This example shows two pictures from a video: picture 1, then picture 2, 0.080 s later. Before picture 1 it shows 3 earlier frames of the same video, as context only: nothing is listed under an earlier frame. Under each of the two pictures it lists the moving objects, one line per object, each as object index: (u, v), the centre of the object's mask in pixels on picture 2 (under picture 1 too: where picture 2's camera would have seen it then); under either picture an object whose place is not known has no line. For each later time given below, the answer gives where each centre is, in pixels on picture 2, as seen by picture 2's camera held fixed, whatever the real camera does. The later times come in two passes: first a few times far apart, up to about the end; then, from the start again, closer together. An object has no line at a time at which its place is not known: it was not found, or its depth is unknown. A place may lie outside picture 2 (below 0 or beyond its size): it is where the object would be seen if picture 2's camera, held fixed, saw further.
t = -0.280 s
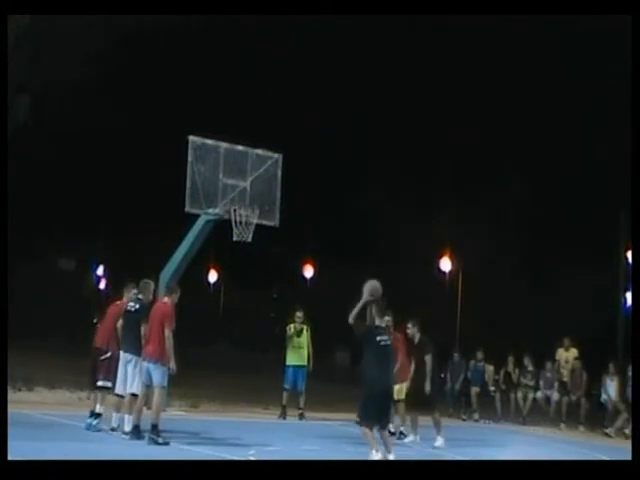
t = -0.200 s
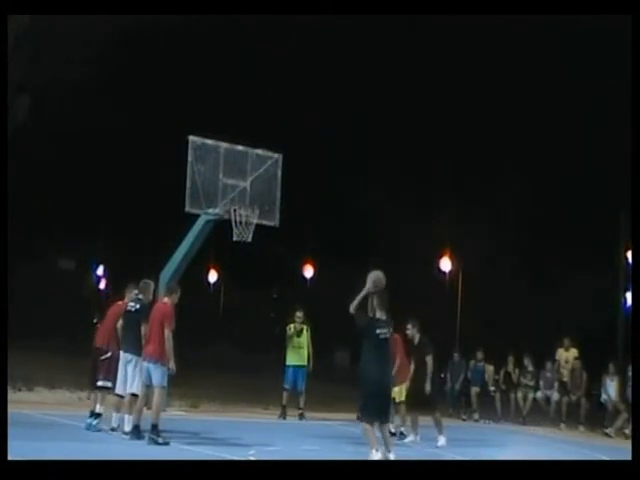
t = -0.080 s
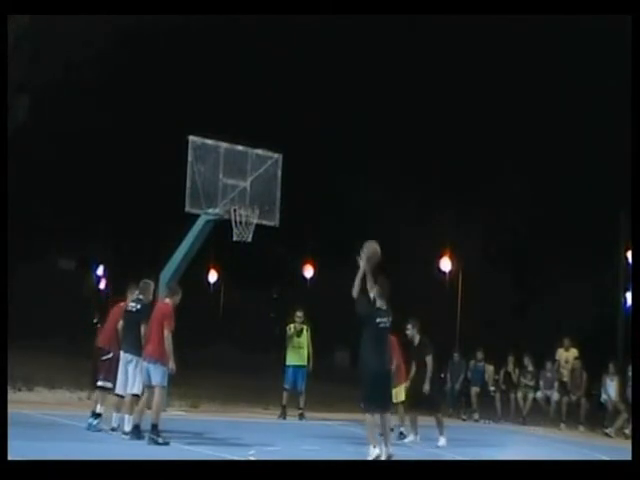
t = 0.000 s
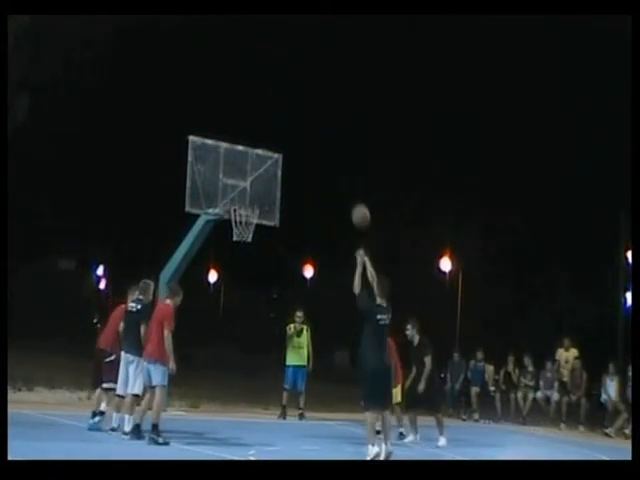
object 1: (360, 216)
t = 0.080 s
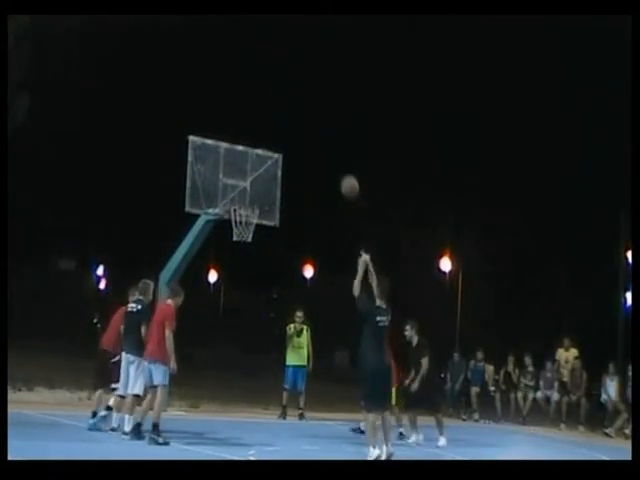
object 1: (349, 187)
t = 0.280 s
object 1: (323, 142)
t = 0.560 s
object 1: (289, 135)
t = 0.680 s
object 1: (274, 149)
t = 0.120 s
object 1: (344, 175)
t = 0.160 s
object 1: (339, 164)
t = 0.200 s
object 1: (333, 155)
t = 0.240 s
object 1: (328, 147)
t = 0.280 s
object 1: (323, 142)
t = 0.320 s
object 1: (318, 137)
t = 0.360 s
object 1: (313, 134)
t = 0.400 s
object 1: (308, 131)
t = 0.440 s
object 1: (303, 130)
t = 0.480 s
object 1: (298, 131)
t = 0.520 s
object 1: (293, 133)
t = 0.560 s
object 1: (289, 135)
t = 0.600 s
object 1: (283, 139)
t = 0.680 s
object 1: (274, 149)
